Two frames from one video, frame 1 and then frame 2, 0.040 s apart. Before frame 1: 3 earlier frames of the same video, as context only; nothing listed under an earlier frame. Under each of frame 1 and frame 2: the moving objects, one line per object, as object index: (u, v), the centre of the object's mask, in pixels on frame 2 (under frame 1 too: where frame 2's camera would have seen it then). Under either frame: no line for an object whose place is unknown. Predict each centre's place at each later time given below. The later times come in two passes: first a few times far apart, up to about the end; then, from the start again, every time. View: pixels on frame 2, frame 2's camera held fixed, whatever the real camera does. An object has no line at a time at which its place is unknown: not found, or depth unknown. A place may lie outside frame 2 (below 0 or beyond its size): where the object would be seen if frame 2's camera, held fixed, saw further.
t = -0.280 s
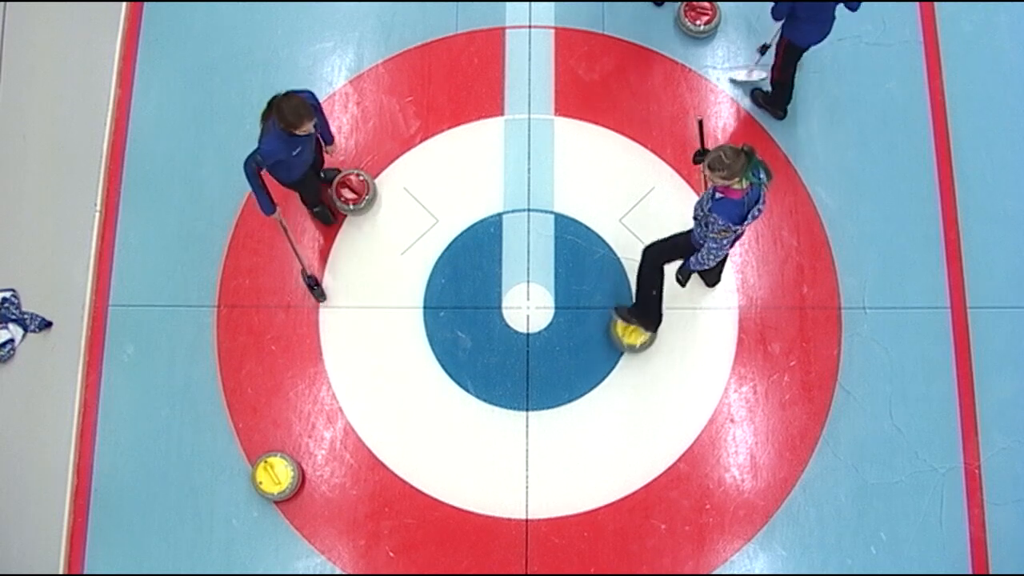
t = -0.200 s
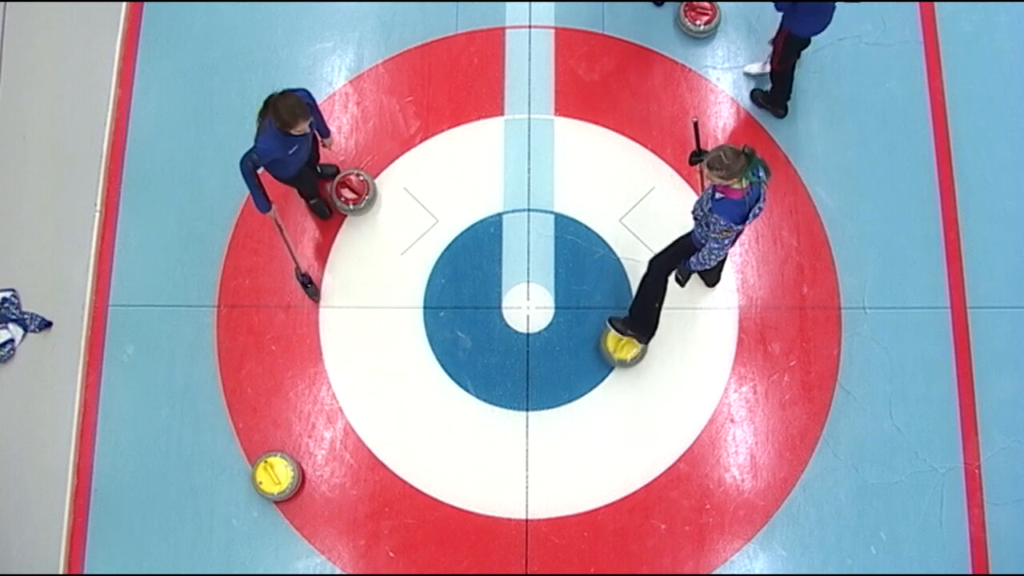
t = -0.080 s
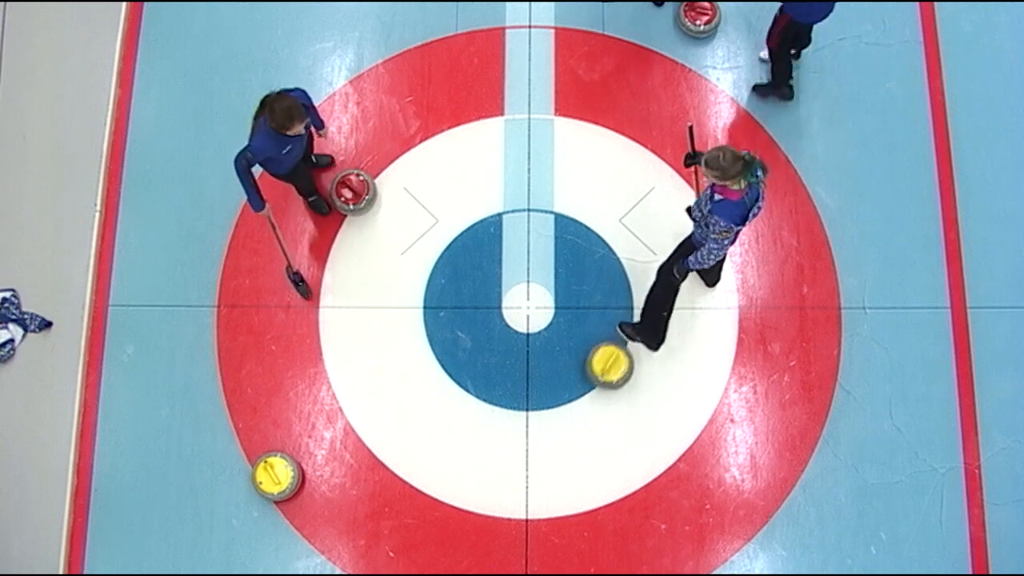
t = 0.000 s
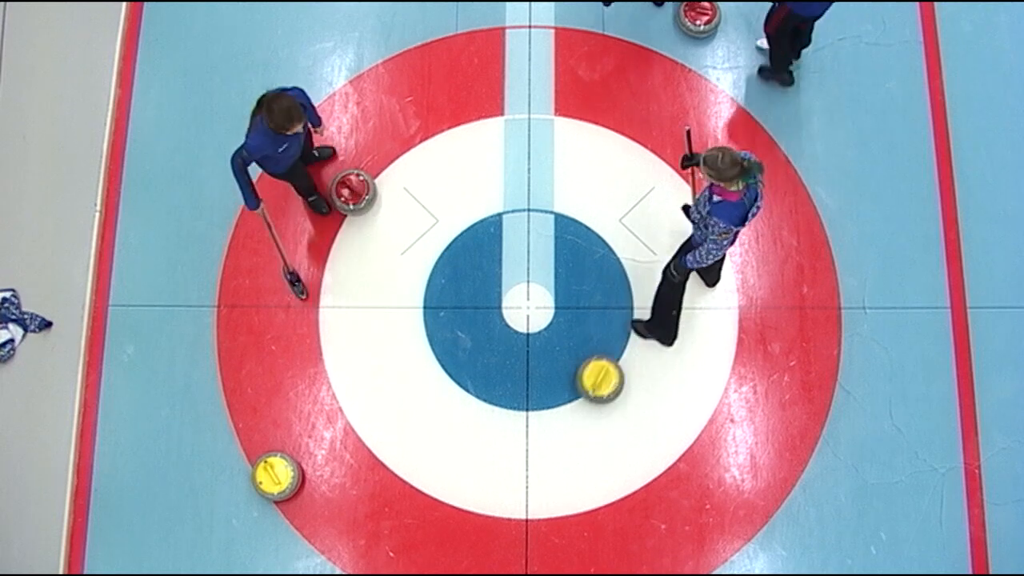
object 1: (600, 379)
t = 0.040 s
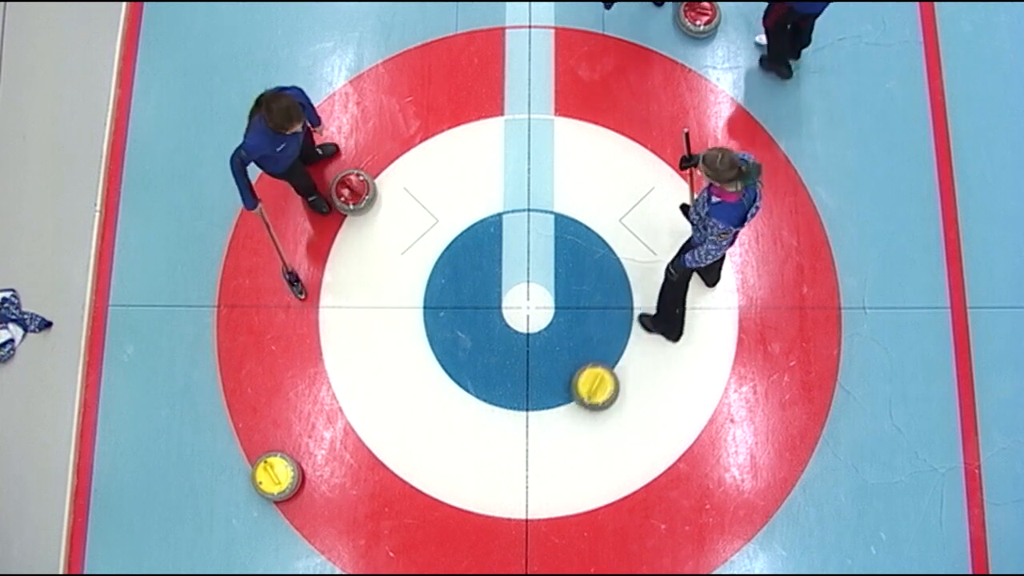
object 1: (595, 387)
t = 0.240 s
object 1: (572, 423)
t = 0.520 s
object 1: (538, 474)
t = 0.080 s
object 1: (590, 394)
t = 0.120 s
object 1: (586, 401)
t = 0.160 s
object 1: (581, 409)
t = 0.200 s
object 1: (576, 416)
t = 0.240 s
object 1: (572, 423)
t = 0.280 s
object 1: (567, 430)
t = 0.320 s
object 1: (562, 437)
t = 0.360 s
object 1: (557, 444)
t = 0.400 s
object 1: (553, 452)
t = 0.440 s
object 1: (548, 459)
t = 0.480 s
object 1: (543, 466)
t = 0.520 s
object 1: (538, 474)
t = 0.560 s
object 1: (534, 481)
